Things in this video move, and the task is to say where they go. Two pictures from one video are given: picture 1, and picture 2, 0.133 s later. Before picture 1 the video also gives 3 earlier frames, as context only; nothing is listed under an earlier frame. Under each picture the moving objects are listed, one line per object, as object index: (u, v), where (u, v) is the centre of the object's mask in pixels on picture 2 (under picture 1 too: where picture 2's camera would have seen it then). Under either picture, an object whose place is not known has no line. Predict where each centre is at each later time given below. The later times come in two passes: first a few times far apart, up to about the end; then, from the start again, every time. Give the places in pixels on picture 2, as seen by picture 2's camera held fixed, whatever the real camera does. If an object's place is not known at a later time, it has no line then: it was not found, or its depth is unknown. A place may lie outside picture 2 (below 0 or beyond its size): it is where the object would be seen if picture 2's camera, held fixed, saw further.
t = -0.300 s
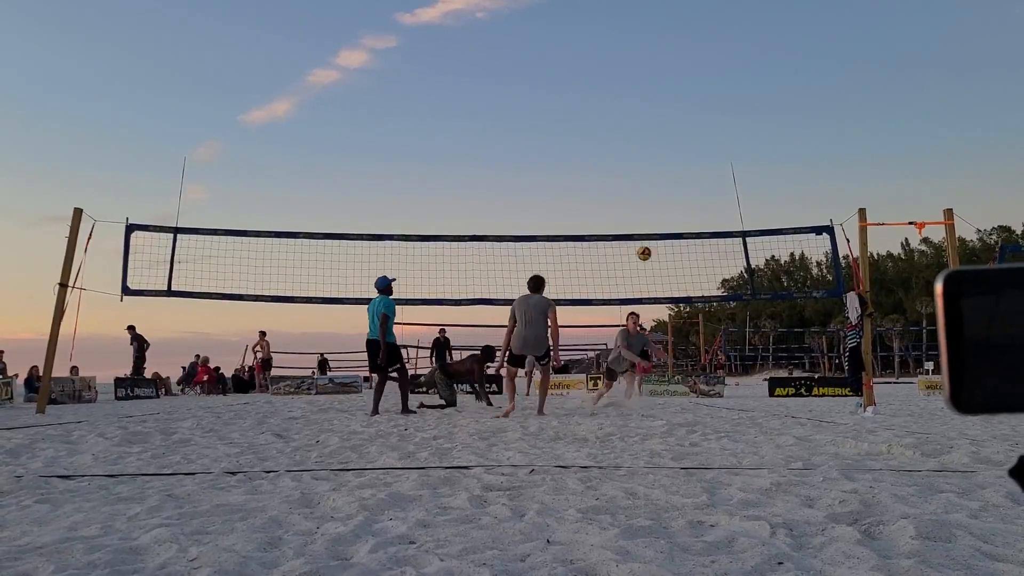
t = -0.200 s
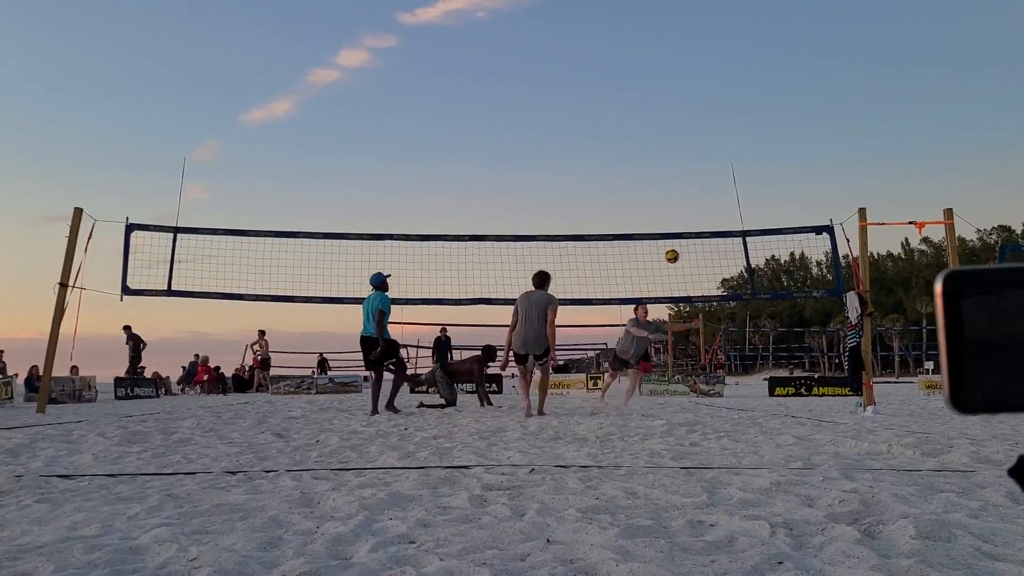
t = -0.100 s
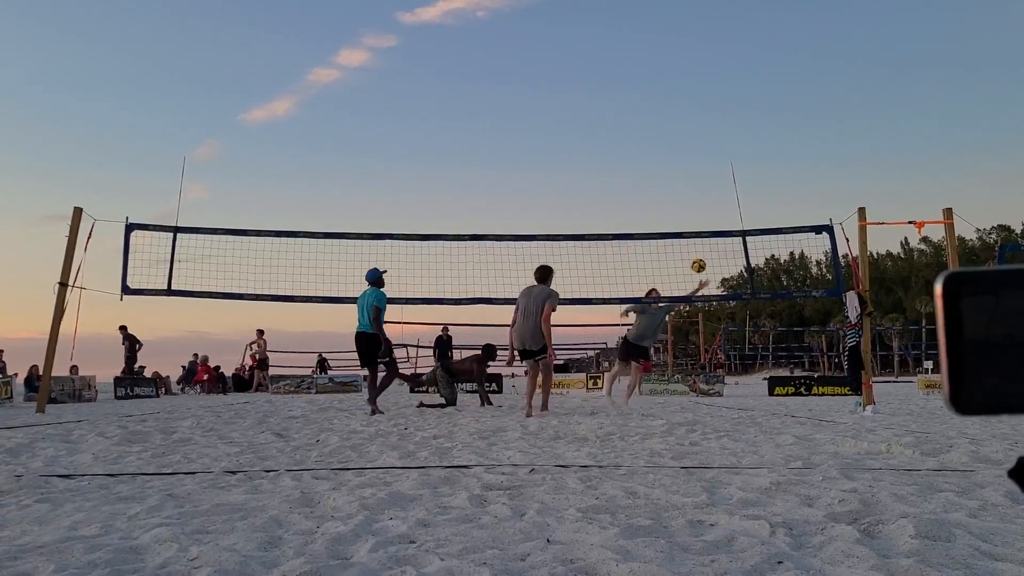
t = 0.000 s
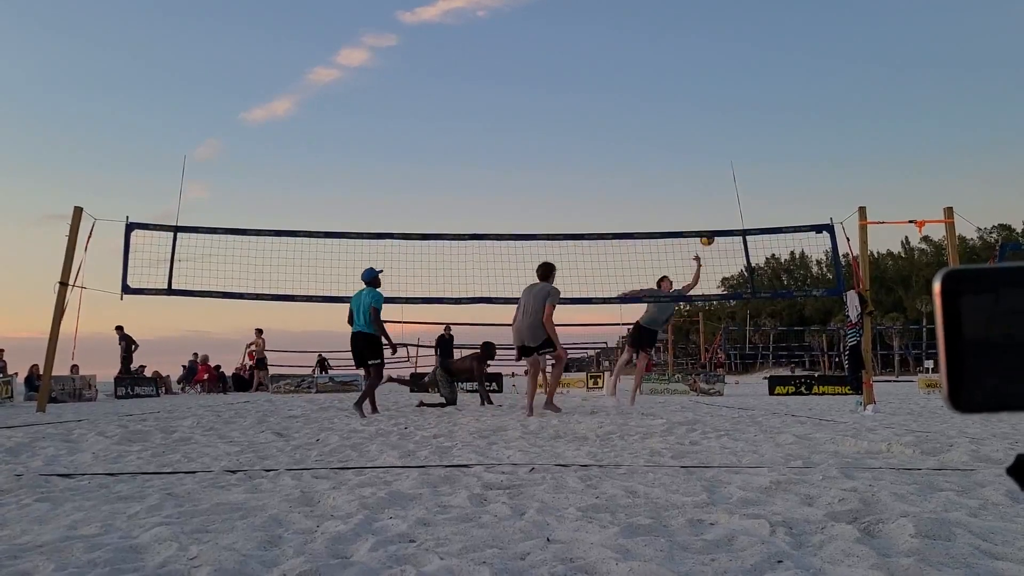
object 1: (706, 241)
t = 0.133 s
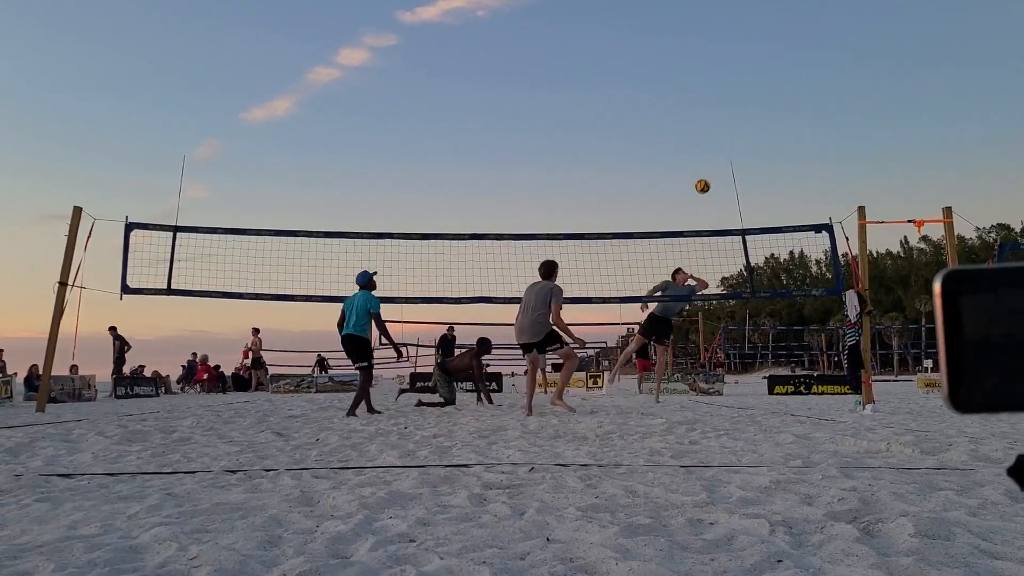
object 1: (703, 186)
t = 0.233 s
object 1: (700, 154)
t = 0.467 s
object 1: (696, 101)
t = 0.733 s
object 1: (691, 85)
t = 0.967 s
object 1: (688, 116)
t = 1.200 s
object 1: (684, 201)
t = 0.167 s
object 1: (702, 175)
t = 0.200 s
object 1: (701, 164)
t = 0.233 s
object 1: (700, 154)
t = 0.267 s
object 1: (699, 145)
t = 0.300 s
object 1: (699, 136)
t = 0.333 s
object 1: (698, 127)
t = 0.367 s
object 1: (697, 120)
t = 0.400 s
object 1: (696, 113)
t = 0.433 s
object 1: (696, 107)
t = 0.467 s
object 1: (696, 101)
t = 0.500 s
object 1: (695, 96)
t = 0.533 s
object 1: (694, 92)
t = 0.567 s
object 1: (694, 89)
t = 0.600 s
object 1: (693, 86)
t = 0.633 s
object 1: (692, 85)
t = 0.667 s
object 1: (692, 84)
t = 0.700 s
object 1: (692, 84)
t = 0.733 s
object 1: (691, 85)
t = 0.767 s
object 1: (691, 86)
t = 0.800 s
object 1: (690, 89)
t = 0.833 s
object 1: (690, 92)
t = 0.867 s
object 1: (689, 97)
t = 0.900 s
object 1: (689, 102)
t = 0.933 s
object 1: (688, 109)
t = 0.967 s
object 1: (688, 116)
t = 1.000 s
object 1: (687, 125)
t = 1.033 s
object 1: (687, 135)
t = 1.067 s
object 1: (686, 146)
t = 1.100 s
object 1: (686, 158)
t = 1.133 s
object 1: (685, 171)
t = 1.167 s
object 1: (685, 185)
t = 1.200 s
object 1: (684, 201)
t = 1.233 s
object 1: (683, 218)
